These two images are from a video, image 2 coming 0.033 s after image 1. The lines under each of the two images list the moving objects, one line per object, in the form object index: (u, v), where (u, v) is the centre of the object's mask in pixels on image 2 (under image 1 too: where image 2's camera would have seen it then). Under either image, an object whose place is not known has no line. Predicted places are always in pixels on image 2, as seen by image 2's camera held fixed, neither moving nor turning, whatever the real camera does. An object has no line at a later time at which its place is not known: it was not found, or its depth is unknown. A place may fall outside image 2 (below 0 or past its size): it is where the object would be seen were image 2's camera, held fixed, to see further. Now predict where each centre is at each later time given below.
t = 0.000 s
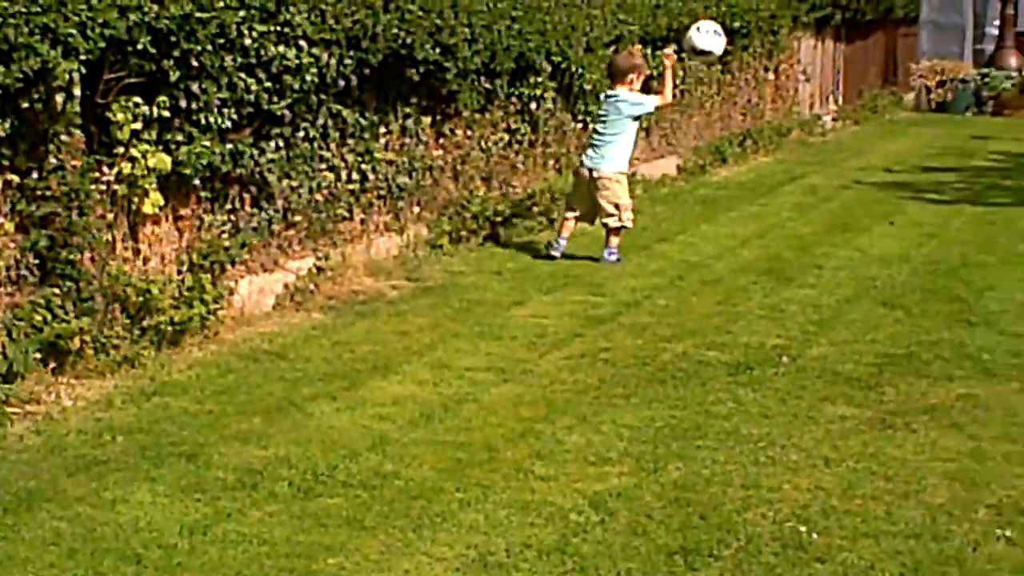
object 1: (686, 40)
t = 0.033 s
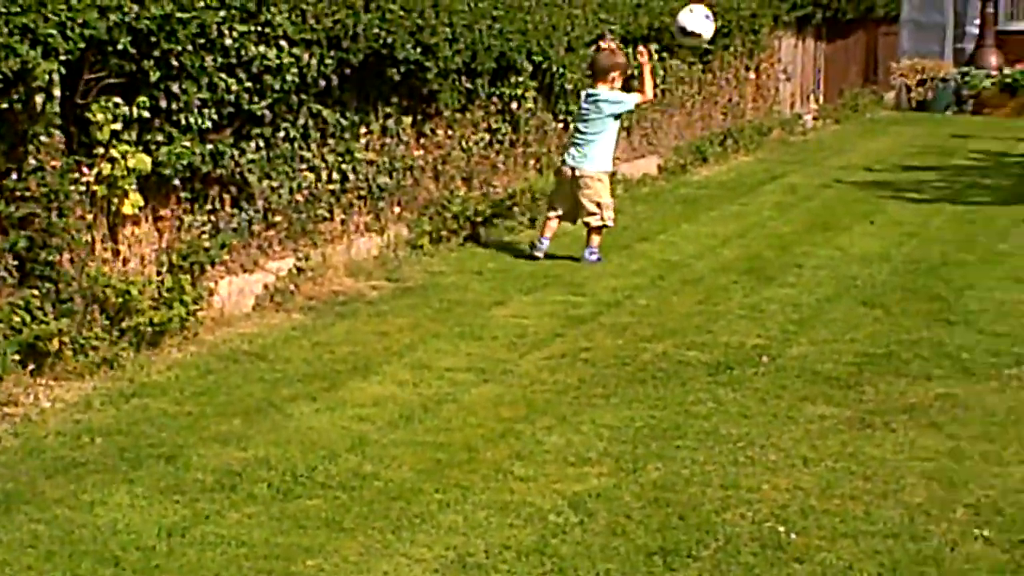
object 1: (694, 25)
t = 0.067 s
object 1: (703, 14)
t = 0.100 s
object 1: (711, 5)
